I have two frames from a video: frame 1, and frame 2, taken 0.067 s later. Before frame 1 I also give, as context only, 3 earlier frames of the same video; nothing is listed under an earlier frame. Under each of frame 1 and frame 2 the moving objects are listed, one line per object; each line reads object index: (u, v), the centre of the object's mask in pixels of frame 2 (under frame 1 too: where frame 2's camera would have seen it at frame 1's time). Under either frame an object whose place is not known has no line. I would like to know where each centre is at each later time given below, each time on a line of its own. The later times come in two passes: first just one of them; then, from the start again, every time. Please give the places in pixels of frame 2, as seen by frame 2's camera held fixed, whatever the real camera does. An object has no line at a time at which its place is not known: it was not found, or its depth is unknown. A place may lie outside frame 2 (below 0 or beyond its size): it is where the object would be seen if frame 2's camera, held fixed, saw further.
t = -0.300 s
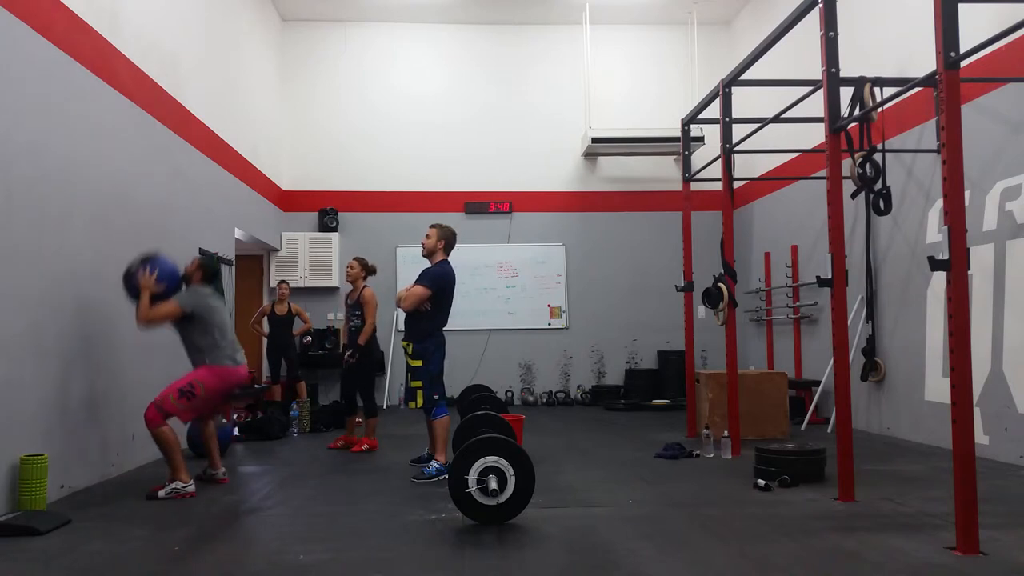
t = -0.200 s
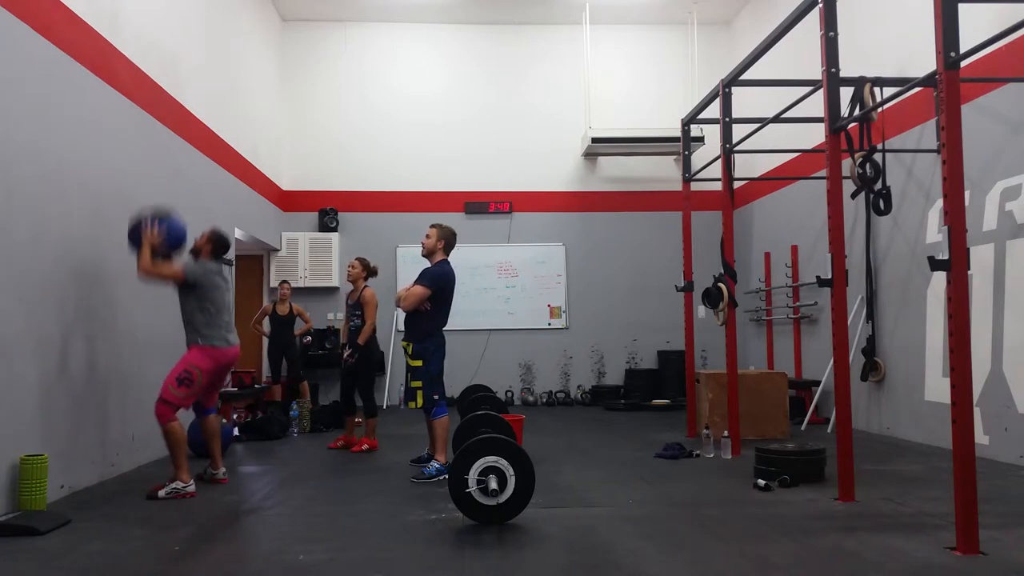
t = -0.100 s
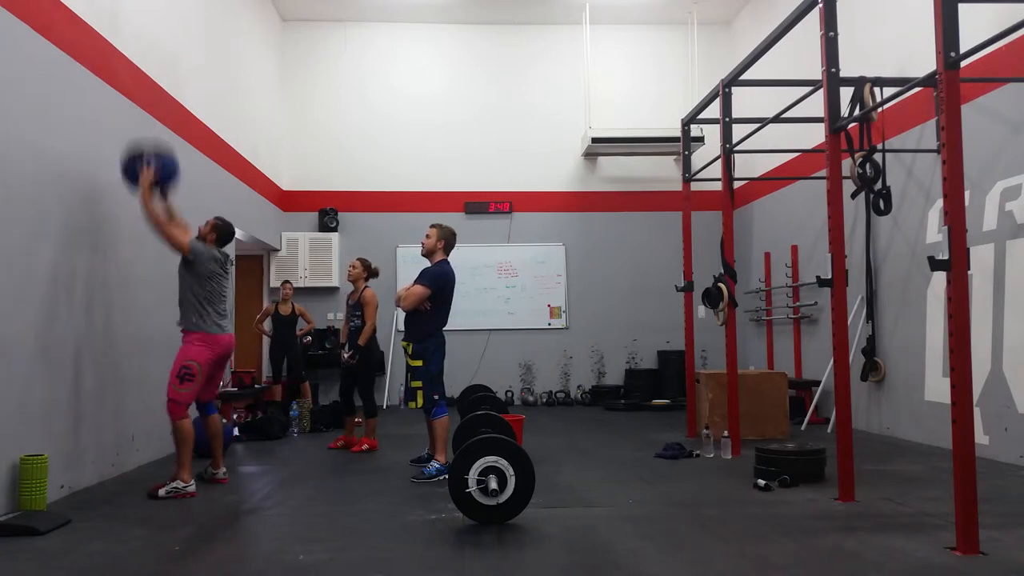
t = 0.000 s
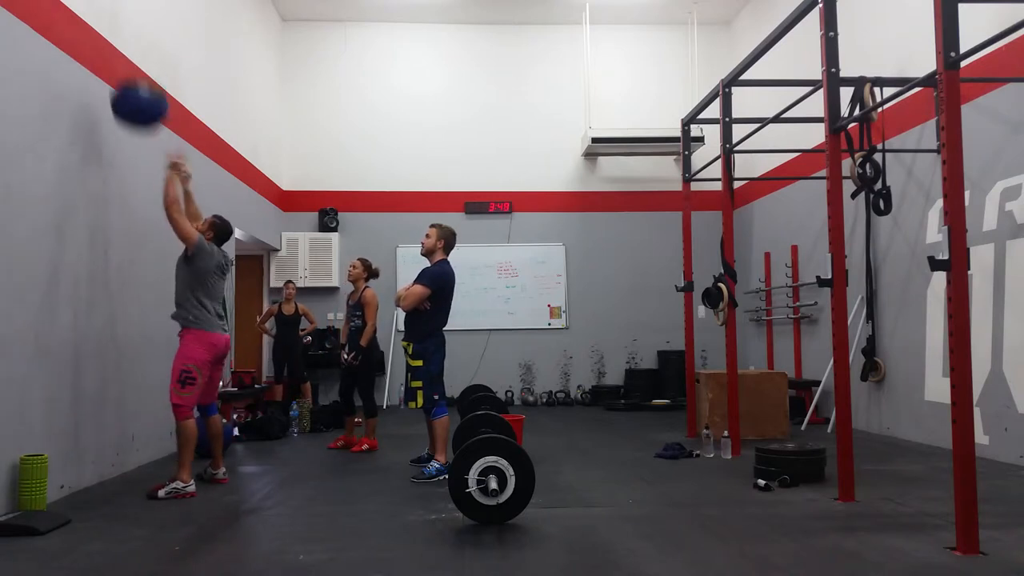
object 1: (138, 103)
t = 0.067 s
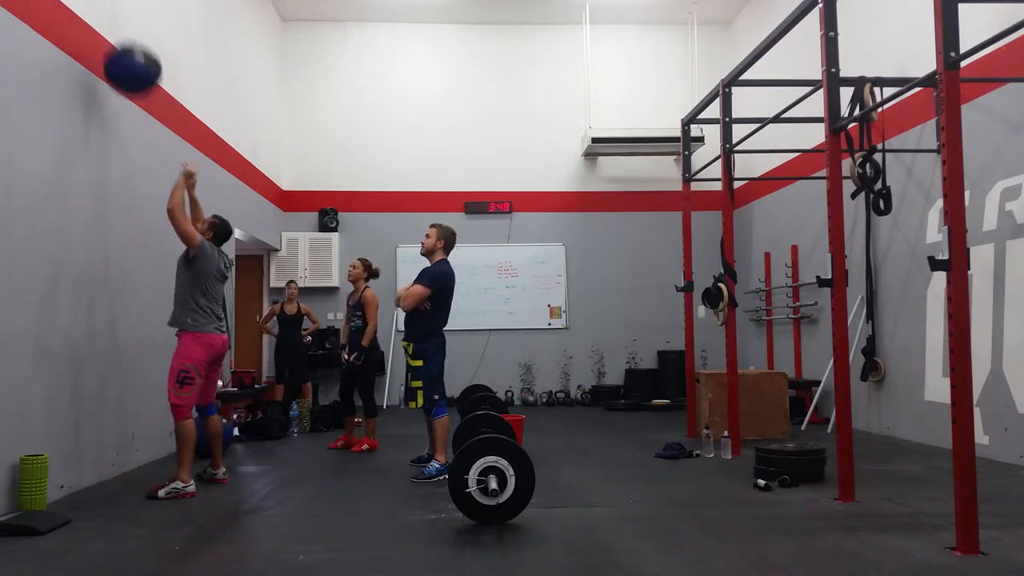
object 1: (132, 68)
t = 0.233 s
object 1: (115, 16)
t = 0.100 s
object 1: (128, 54)
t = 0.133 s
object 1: (125, 40)
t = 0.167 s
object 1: (121, 28)
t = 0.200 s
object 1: (117, 20)
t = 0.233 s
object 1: (115, 16)
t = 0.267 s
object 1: (117, 14)
